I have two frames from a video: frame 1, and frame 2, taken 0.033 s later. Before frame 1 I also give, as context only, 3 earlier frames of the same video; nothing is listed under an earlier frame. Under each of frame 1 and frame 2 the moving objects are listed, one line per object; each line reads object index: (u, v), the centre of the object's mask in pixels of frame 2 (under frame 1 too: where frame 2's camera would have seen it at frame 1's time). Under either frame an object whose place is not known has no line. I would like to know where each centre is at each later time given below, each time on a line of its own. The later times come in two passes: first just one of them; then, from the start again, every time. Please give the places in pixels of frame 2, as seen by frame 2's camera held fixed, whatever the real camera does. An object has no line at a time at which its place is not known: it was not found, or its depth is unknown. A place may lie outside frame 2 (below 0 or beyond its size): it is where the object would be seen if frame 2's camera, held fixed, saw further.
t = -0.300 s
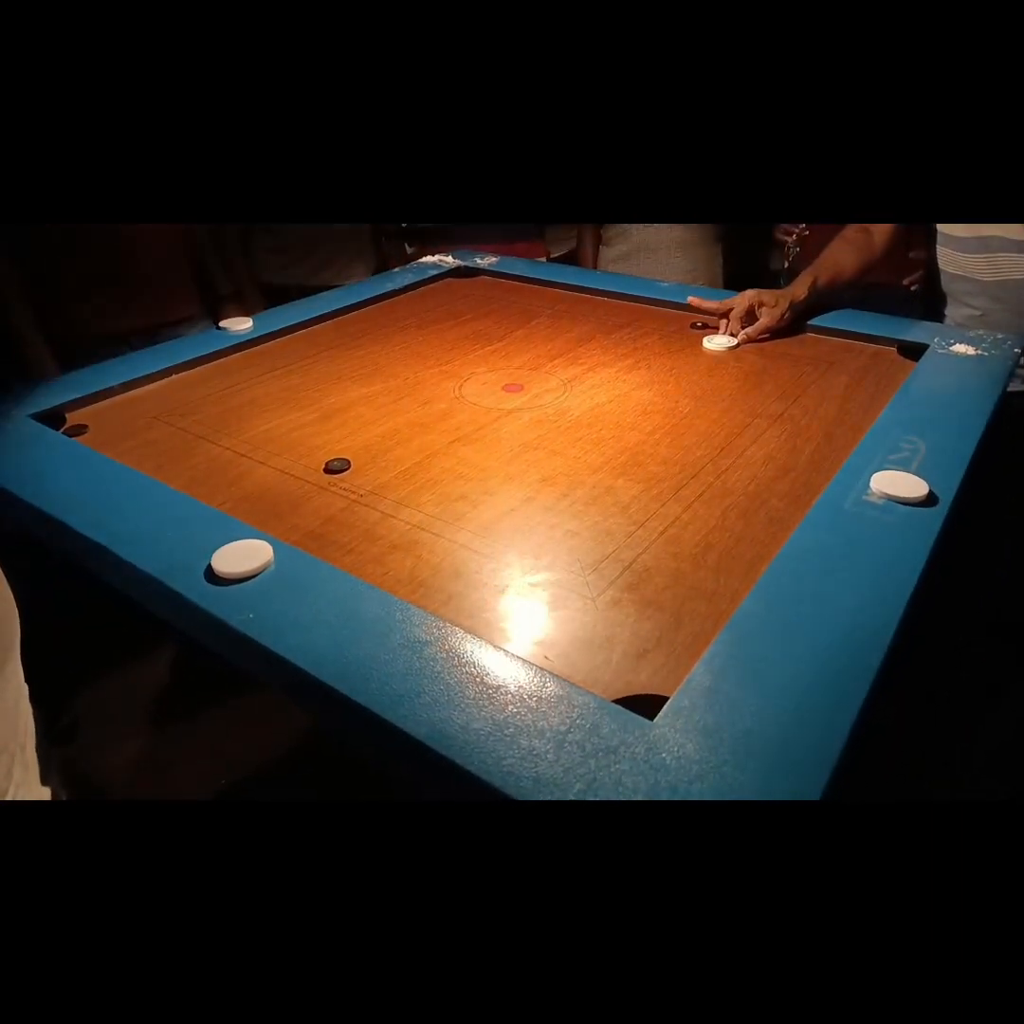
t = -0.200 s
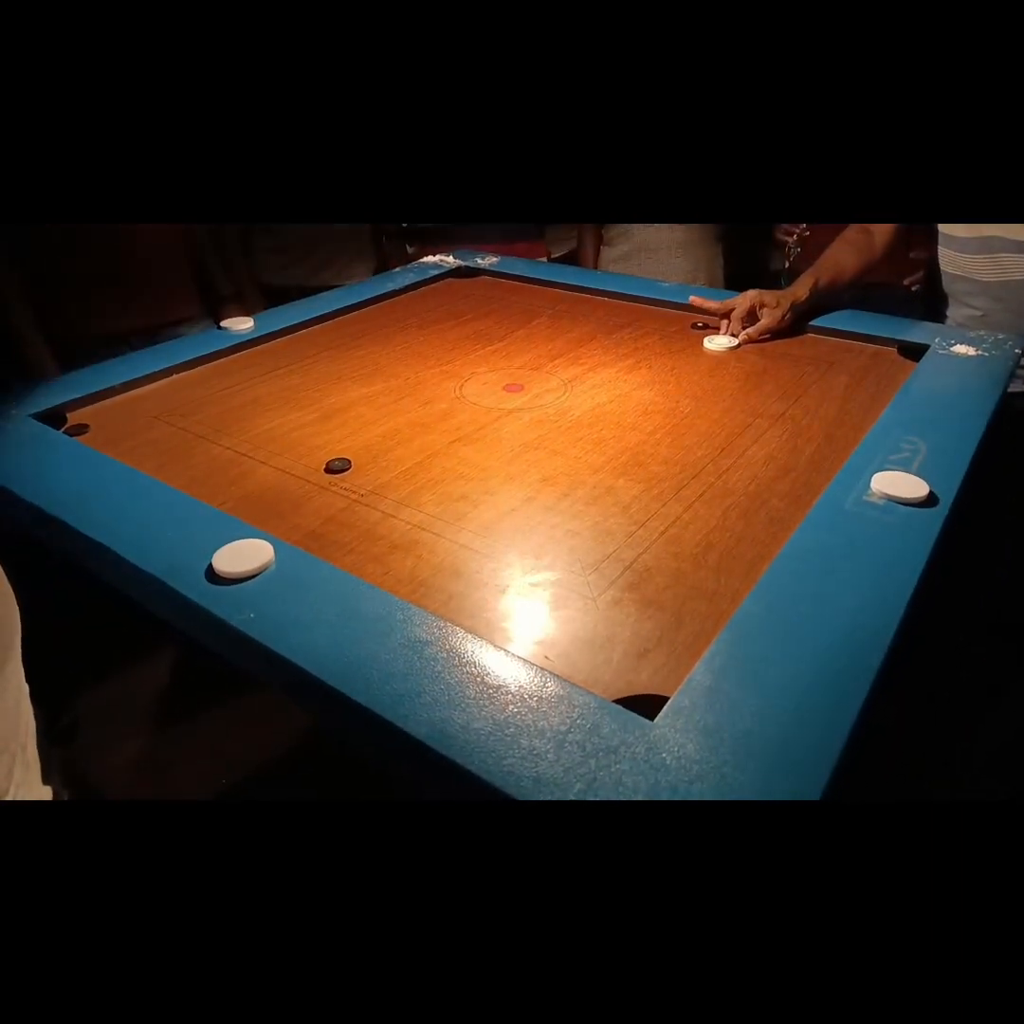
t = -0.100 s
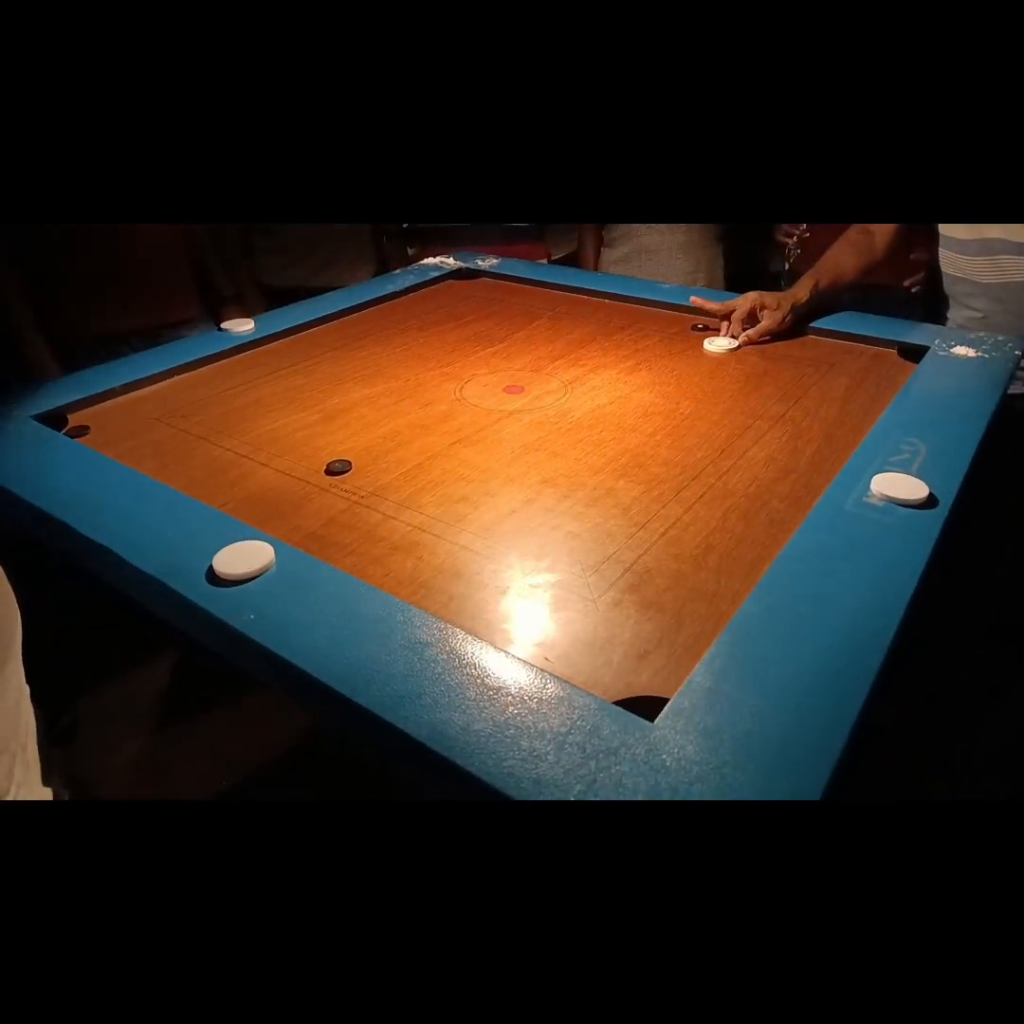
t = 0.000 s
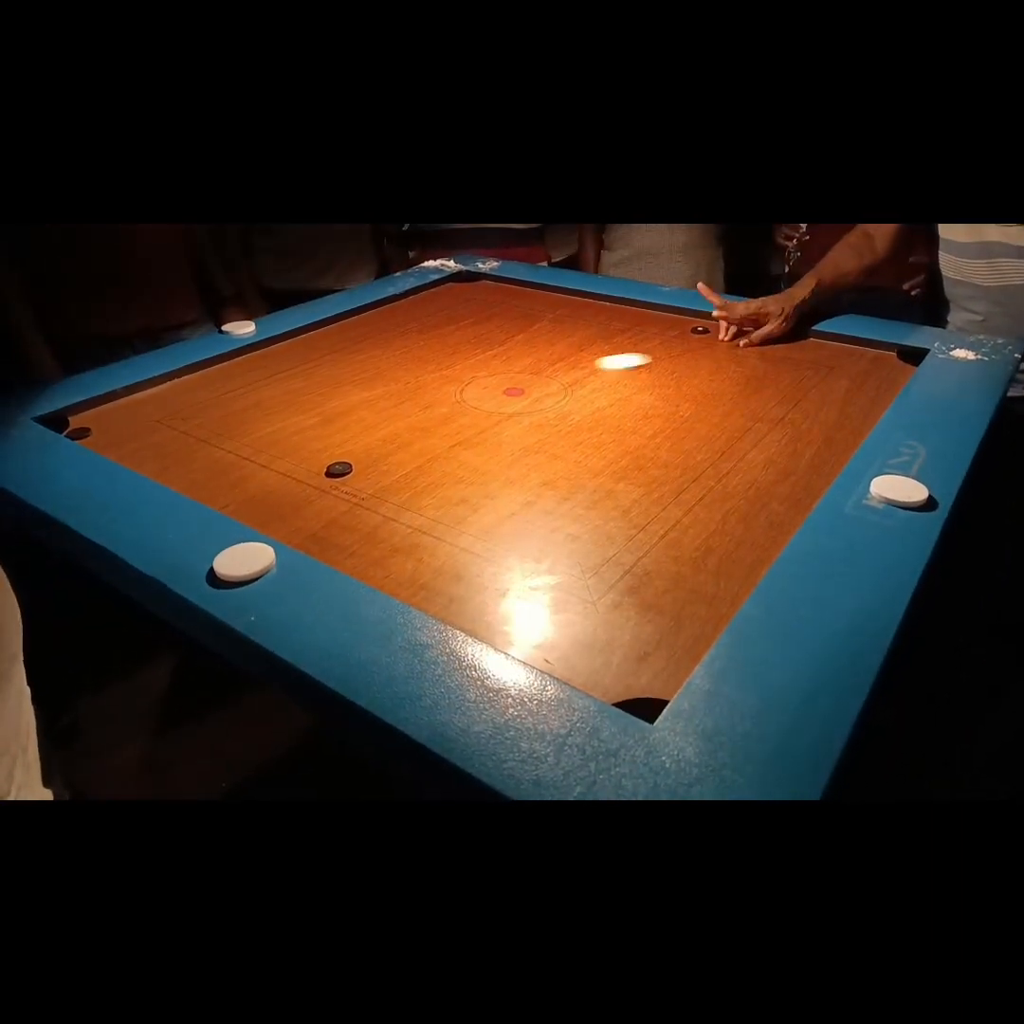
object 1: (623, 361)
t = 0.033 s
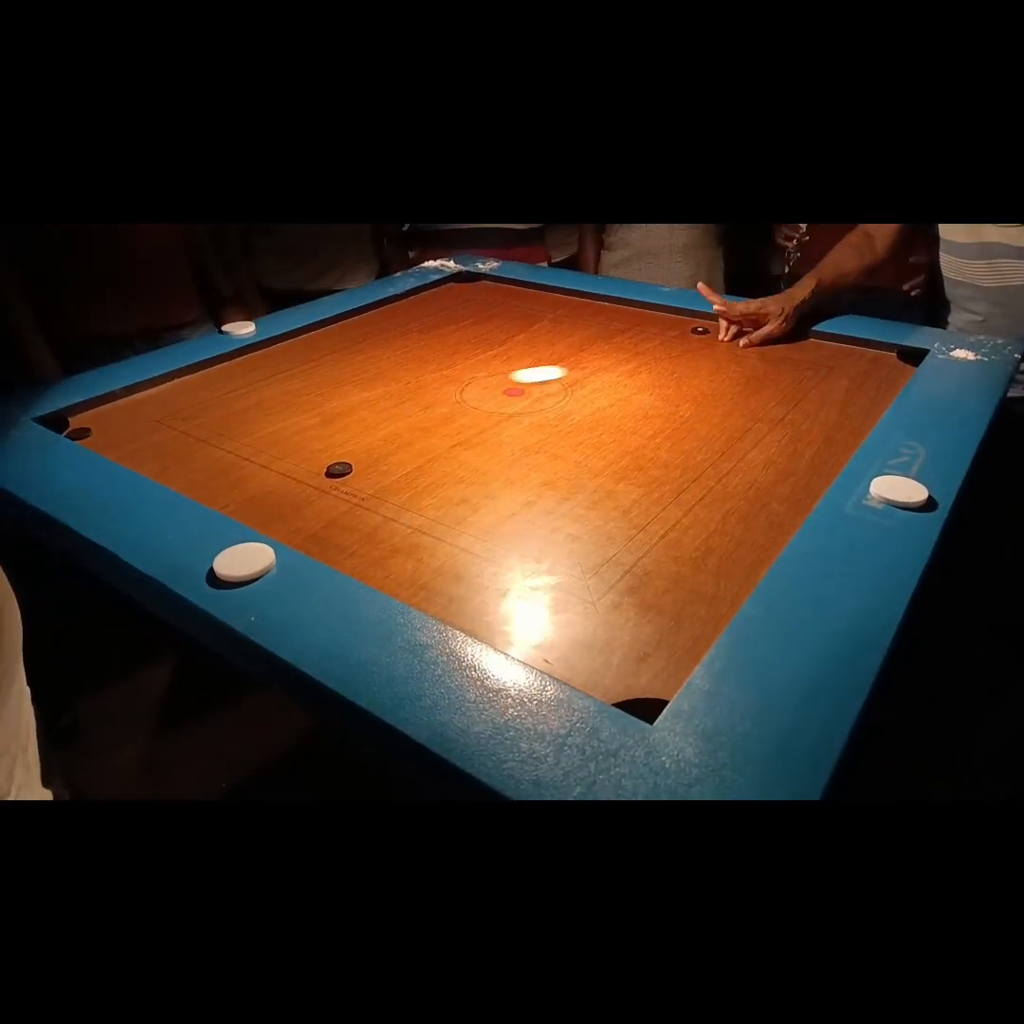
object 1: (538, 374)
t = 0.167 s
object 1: (137, 437)
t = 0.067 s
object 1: (448, 388)
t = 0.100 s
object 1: (351, 403)
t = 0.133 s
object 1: (249, 419)
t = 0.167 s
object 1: (137, 437)
